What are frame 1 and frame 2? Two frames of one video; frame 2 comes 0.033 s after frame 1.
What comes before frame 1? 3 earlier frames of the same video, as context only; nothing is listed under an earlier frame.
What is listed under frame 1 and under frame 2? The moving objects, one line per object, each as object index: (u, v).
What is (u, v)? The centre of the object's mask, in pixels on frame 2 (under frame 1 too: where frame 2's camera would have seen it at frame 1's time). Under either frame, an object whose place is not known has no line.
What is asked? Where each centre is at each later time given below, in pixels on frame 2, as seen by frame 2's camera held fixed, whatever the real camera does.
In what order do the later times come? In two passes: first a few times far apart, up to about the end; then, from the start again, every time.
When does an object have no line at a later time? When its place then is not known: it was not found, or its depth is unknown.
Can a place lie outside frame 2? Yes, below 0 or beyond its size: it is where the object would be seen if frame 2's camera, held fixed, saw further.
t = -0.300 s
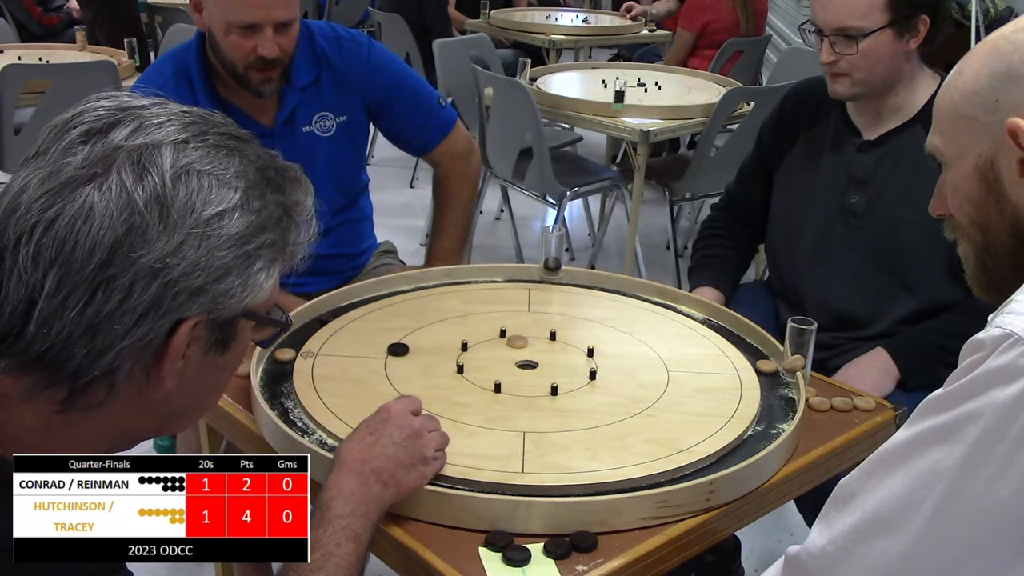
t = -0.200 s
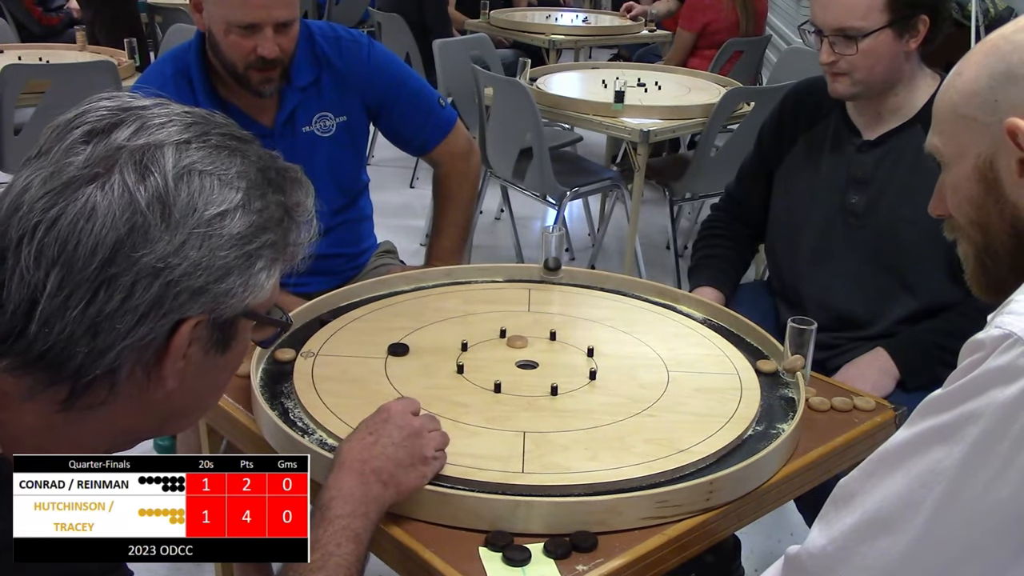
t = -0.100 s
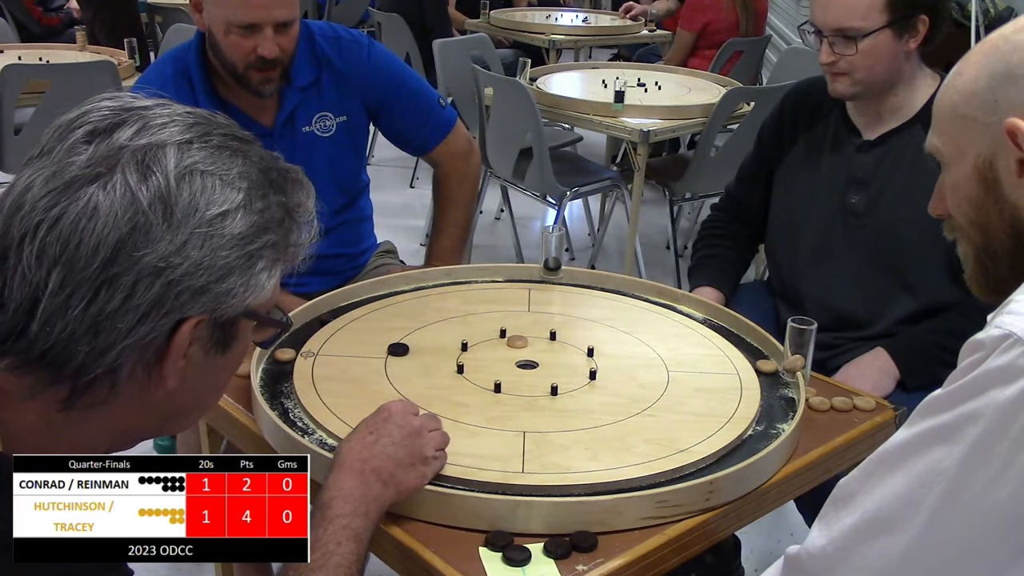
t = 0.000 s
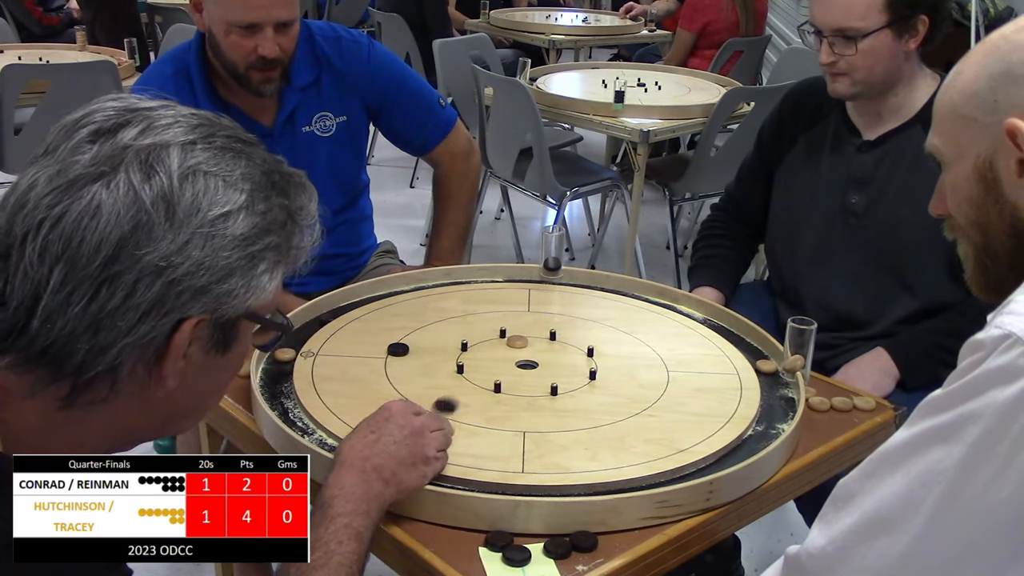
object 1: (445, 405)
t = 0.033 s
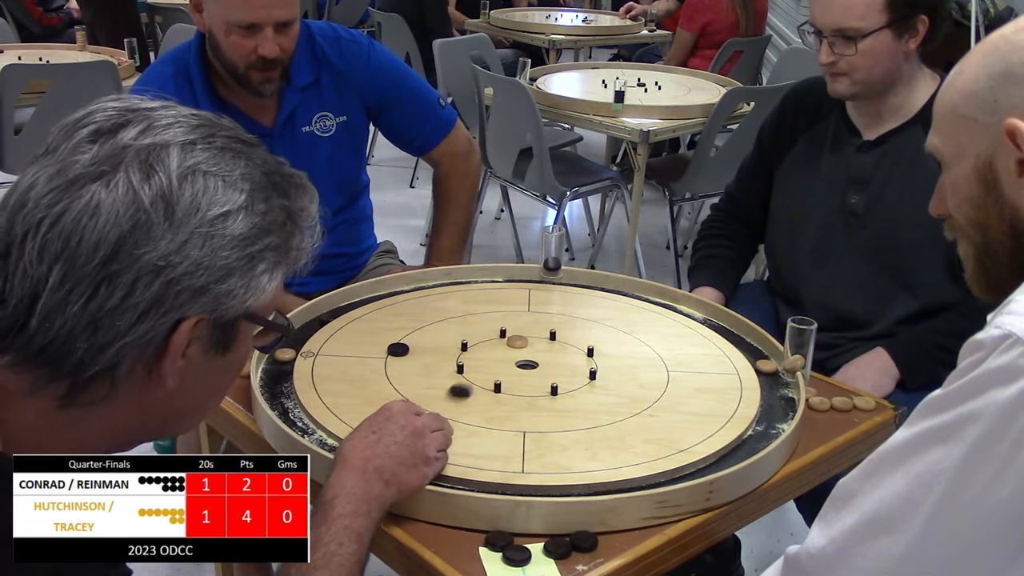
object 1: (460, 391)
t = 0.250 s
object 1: (499, 341)
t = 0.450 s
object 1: (495, 338)
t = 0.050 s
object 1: (467, 384)
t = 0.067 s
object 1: (474, 377)
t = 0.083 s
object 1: (481, 371)
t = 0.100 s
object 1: (487, 365)
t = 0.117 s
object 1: (493, 359)
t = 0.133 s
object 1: (499, 353)
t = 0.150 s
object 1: (504, 346)
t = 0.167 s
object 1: (503, 344)
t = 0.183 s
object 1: (502, 344)
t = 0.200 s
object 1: (501, 343)
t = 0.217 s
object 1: (500, 342)
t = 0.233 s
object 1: (500, 342)
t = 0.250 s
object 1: (499, 341)
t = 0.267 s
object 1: (498, 341)
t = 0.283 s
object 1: (498, 340)
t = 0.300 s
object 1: (497, 339)
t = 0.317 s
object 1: (496, 339)
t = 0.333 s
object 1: (496, 339)
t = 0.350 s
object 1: (496, 338)
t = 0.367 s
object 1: (495, 338)
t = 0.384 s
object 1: (495, 338)
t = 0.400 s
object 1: (495, 338)
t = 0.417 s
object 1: (495, 338)
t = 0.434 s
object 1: (495, 338)
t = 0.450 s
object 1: (495, 338)
